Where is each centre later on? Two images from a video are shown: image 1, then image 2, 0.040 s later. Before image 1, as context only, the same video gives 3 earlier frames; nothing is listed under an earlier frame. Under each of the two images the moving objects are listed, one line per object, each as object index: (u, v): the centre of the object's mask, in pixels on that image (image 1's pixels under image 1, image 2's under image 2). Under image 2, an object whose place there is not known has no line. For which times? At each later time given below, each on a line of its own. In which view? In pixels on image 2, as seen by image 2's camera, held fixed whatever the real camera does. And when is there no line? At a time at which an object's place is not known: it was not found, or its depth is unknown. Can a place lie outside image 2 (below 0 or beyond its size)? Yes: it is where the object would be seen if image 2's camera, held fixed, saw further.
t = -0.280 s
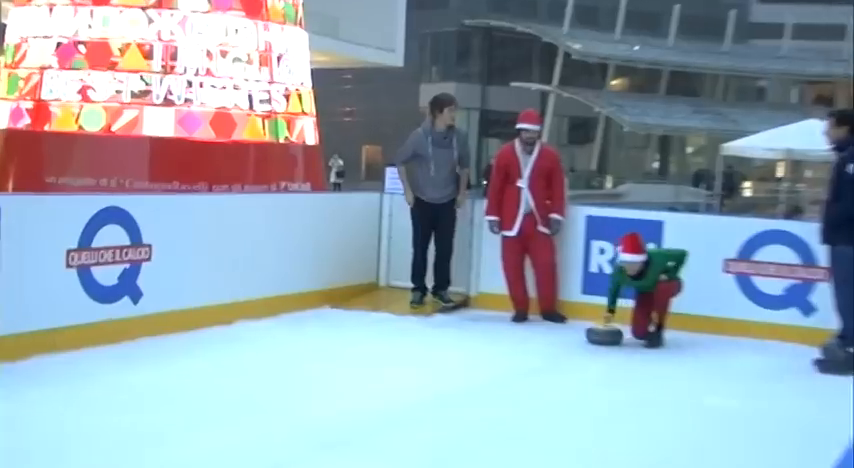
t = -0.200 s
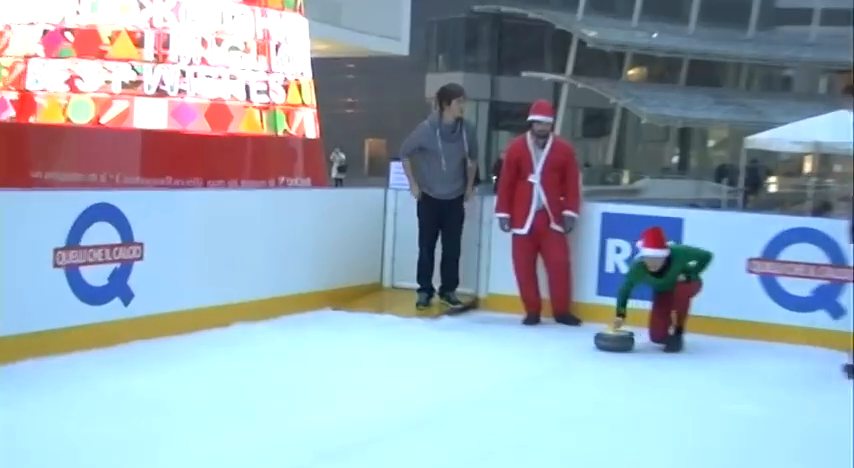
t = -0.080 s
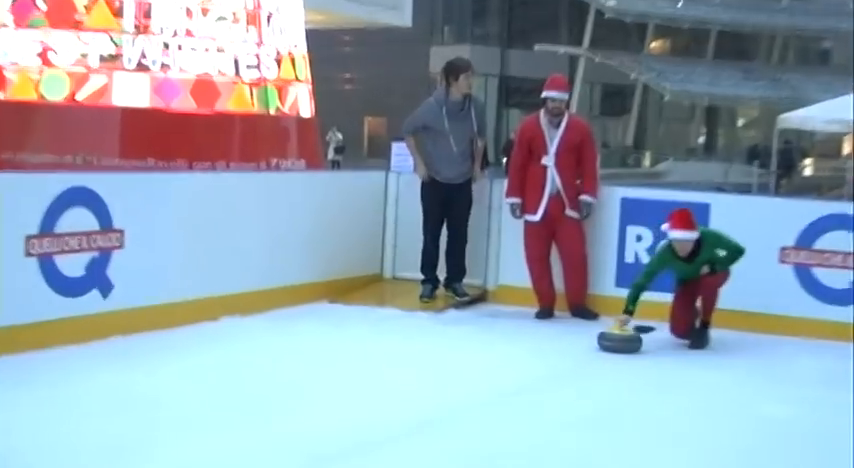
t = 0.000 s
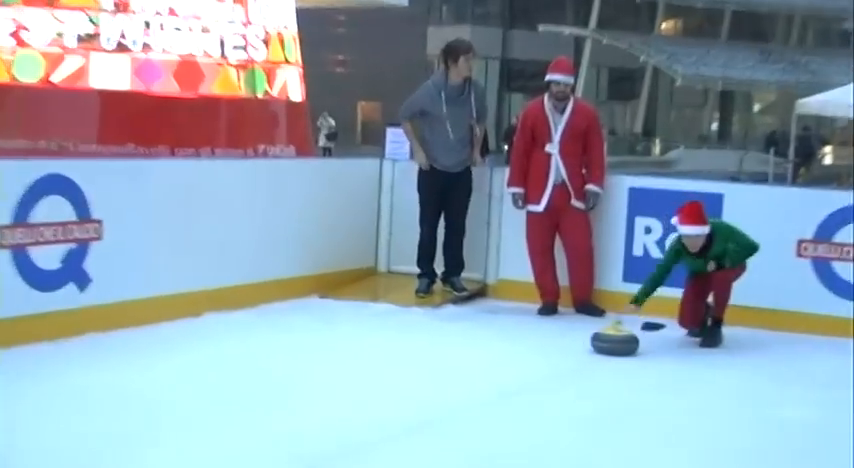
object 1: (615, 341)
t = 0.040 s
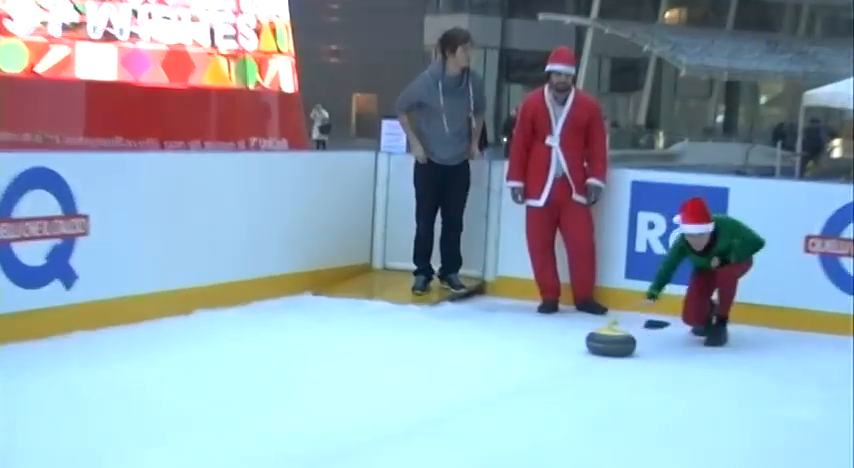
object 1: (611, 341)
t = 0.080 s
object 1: (603, 343)
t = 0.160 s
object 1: (589, 346)
